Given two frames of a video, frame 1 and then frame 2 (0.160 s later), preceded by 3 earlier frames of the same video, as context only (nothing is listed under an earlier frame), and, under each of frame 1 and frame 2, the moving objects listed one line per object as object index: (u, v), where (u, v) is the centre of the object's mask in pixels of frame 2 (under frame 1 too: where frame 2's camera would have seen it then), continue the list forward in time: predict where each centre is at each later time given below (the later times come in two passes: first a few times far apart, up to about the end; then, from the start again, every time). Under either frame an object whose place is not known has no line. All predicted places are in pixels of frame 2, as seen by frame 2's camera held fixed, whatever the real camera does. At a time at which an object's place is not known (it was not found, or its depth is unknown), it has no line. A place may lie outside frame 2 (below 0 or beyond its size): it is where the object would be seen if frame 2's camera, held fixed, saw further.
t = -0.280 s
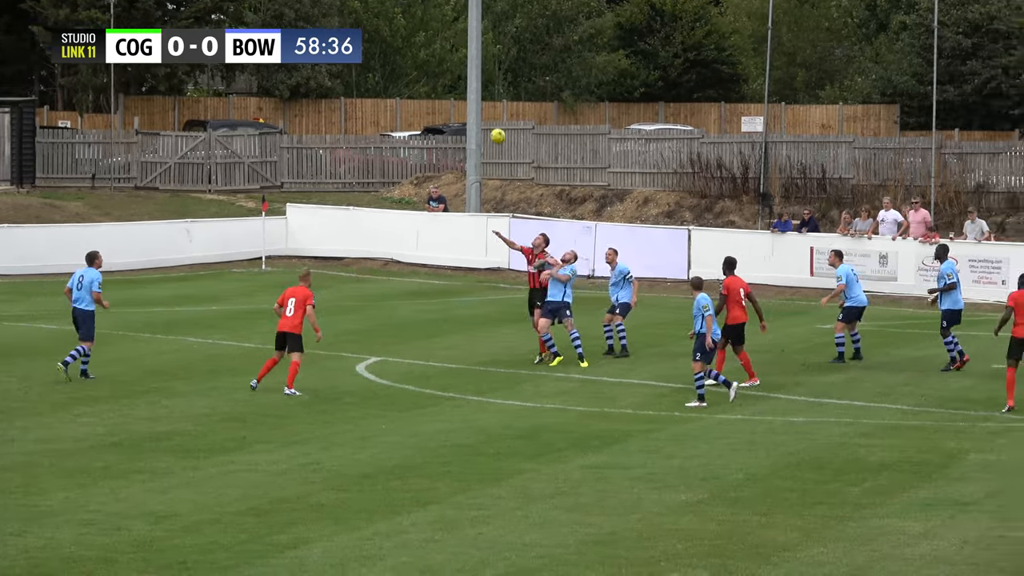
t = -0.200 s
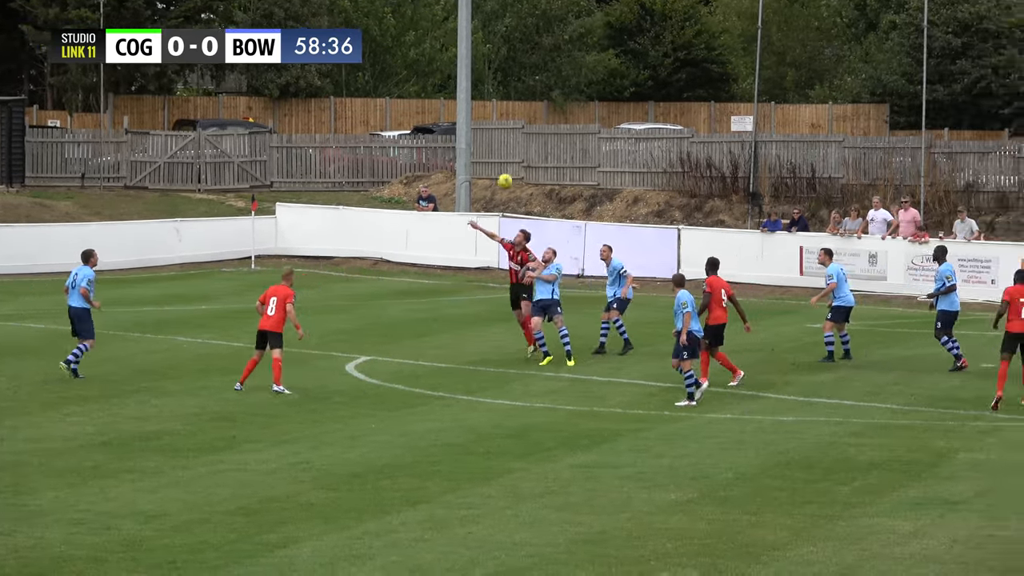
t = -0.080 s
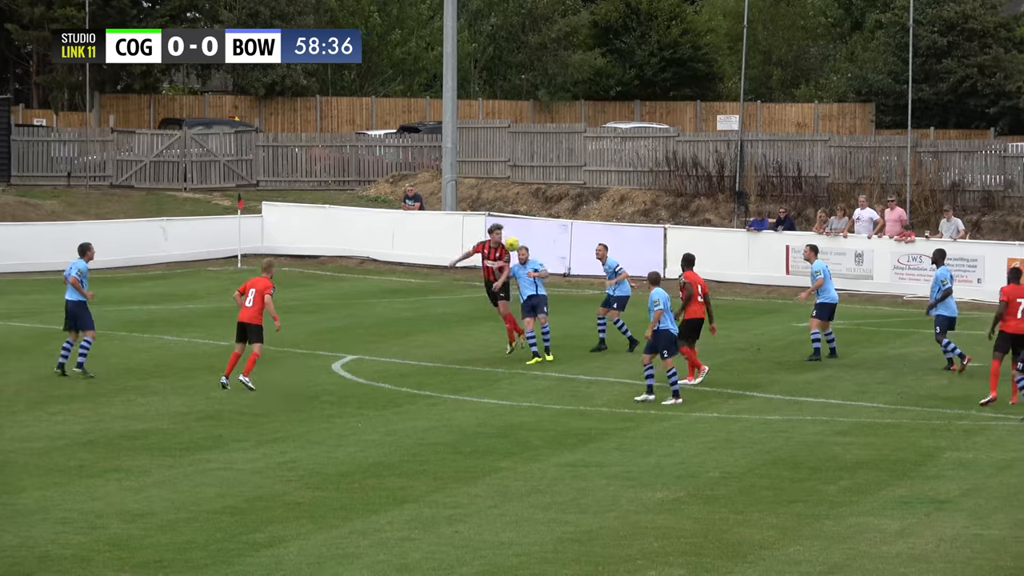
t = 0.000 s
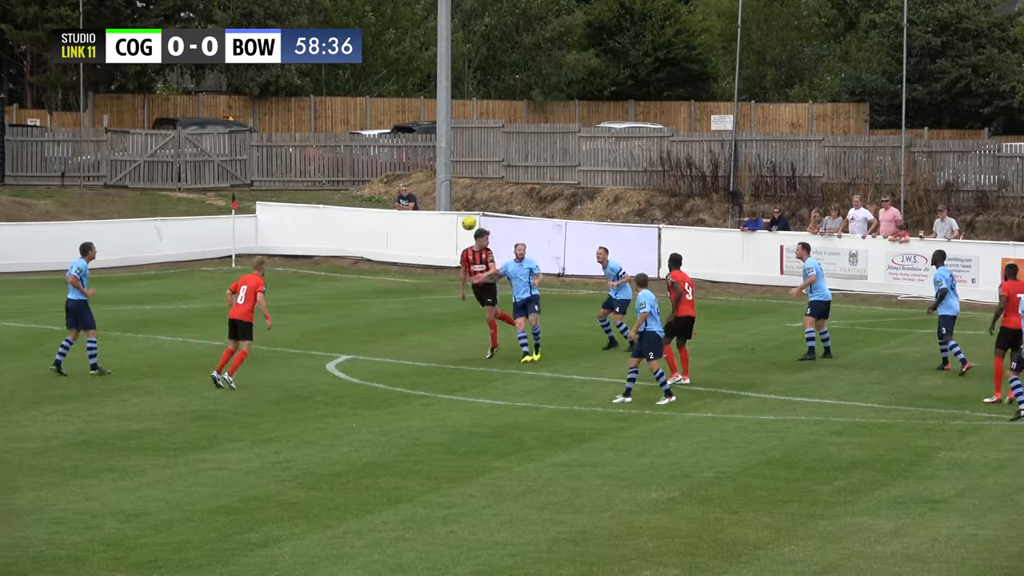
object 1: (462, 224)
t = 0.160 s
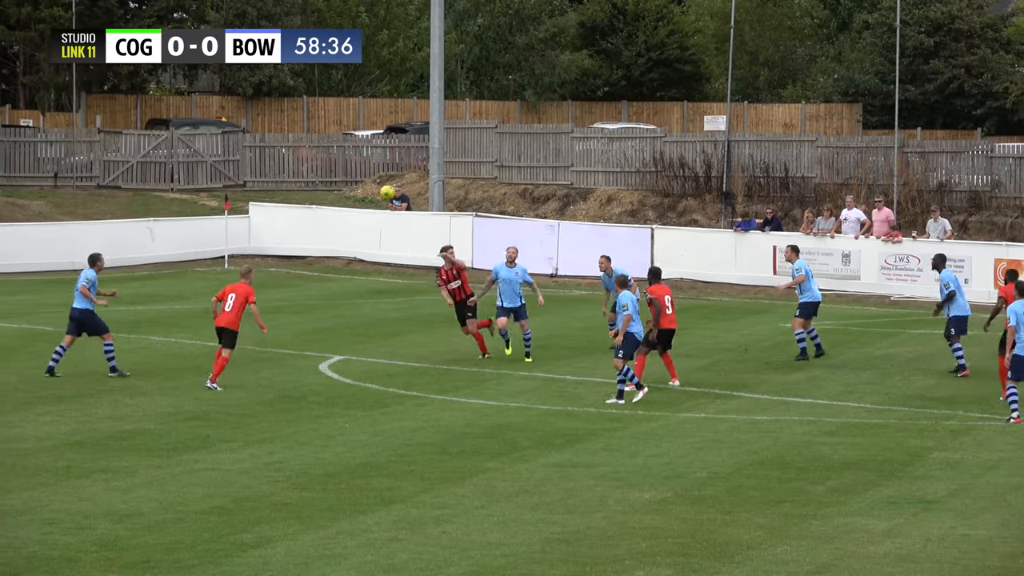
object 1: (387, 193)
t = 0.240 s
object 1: (349, 184)
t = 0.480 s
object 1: (237, 185)
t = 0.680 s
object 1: (140, 216)
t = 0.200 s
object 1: (368, 188)
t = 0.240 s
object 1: (349, 184)
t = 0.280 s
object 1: (331, 182)
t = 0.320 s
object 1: (313, 180)
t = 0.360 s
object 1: (293, 180)
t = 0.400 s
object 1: (275, 180)
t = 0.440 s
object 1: (256, 182)
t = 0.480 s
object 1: (237, 185)
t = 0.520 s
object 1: (218, 189)
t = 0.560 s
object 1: (199, 194)
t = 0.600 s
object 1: (179, 200)
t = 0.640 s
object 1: (159, 207)
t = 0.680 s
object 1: (140, 216)
